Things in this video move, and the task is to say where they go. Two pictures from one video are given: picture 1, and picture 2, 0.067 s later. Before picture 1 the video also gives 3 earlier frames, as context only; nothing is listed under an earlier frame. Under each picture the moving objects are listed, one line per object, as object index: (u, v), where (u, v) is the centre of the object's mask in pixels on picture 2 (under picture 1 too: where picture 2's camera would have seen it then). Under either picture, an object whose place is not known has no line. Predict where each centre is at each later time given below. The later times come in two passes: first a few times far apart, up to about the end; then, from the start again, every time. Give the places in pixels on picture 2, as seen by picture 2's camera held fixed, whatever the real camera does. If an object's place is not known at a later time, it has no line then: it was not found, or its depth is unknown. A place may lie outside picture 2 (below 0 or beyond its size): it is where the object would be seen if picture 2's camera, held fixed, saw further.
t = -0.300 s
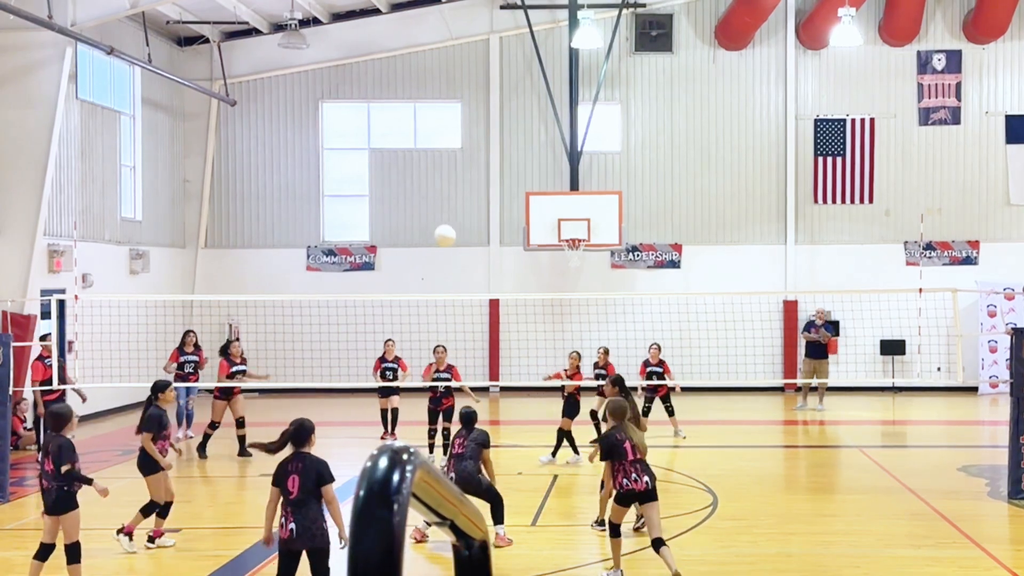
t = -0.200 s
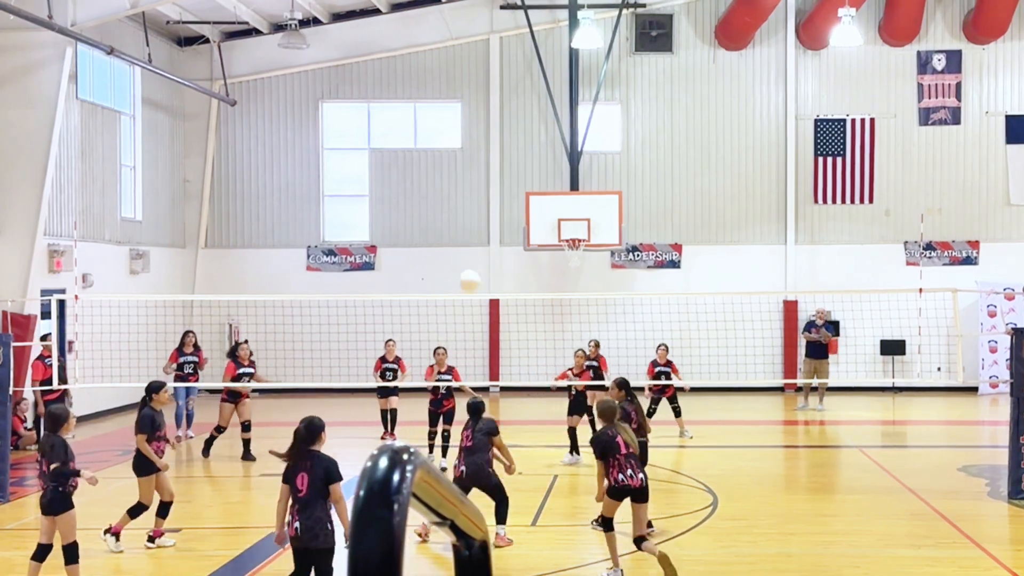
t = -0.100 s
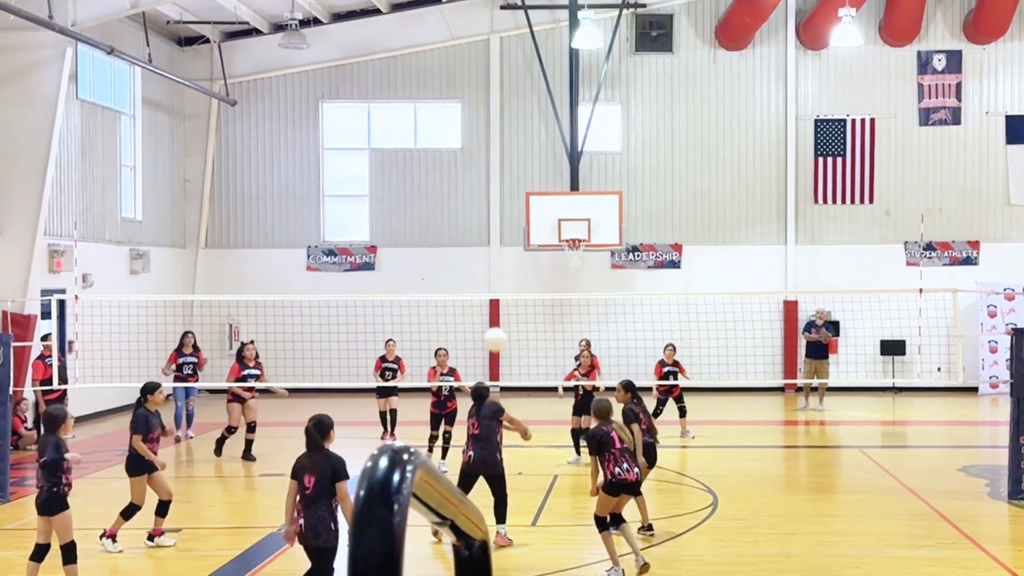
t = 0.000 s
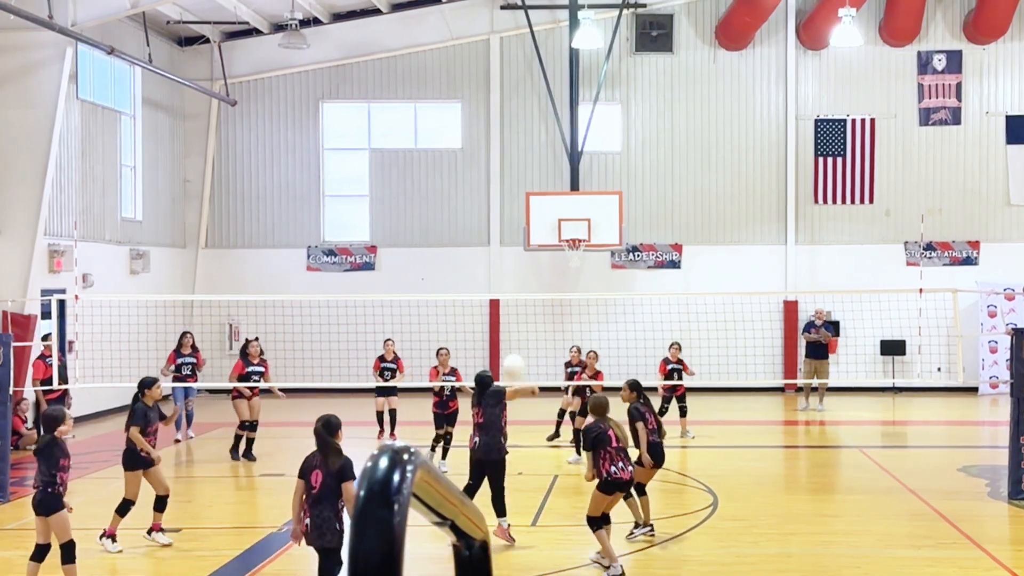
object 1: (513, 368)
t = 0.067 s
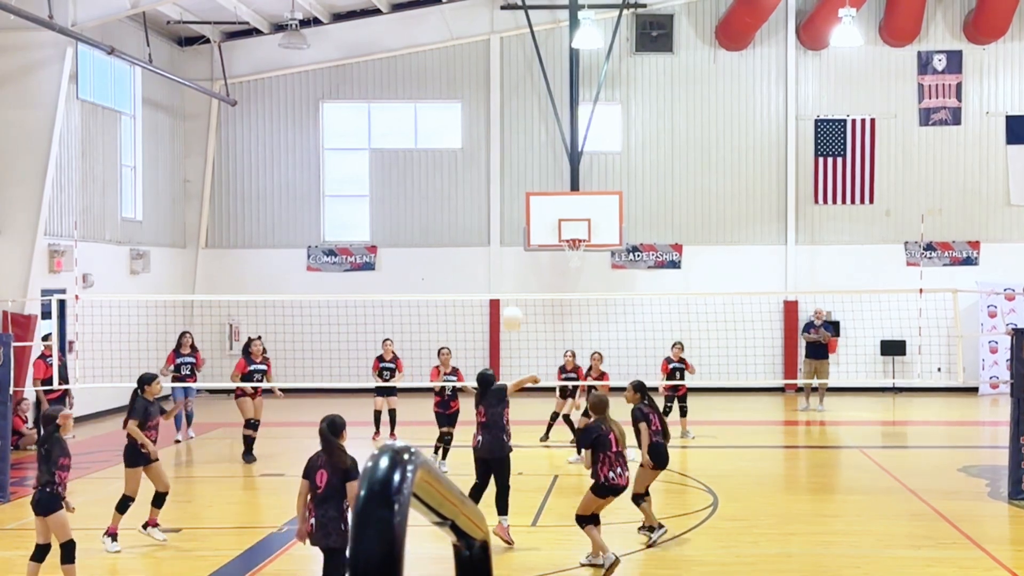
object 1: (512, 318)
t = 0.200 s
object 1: (509, 237)
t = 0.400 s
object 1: (503, 157)
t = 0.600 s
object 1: (499, 121)
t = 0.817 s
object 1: (496, 127)
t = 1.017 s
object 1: (494, 171)
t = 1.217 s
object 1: (491, 250)
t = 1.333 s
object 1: (490, 310)
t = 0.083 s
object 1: (511, 308)
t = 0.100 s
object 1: (511, 296)
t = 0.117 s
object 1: (510, 285)
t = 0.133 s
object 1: (510, 275)
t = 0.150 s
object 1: (509, 265)
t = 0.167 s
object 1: (509, 255)
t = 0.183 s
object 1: (509, 246)
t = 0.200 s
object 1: (509, 237)
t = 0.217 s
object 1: (508, 229)
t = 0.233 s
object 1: (507, 221)
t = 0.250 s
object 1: (507, 213)
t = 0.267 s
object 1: (507, 205)
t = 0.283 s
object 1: (506, 198)
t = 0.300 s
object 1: (506, 191)
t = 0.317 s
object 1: (505, 185)
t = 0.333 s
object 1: (505, 178)
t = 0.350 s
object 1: (505, 173)
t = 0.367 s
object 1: (504, 167)
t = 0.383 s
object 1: (504, 162)
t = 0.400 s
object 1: (503, 157)
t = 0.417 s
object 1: (502, 152)
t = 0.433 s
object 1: (502, 148)
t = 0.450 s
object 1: (502, 144)
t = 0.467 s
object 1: (502, 140)
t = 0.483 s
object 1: (501, 137)
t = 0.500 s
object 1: (501, 134)
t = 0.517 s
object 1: (501, 131)
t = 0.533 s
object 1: (501, 128)
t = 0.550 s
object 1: (500, 126)
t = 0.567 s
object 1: (500, 124)
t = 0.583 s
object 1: (499, 122)
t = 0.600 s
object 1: (499, 121)
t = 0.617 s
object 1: (499, 120)
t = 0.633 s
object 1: (499, 119)
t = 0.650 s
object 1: (498, 118)
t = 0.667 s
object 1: (498, 118)
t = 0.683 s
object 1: (498, 118)
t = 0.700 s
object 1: (498, 118)
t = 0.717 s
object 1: (498, 119)
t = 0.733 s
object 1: (497, 119)
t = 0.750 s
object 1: (497, 121)
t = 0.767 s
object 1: (497, 122)
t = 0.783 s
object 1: (497, 123)
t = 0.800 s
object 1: (496, 125)
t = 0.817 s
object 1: (496, 127)
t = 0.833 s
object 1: (496, 130)
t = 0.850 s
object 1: (496, 132)
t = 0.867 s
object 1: (495, 135)
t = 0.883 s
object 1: (495, 138)
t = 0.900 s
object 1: (495, 141)
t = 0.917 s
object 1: (495, 145)
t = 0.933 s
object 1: (495, 149)
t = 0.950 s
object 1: (494, 153)
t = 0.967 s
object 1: (494, 157)
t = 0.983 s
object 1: (494, 162)
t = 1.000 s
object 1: (494, 166)
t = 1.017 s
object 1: (494, 171)
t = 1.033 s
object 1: (494, 177)
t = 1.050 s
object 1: (494, 182)
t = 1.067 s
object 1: (493, 188)
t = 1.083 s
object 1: (493, 194)
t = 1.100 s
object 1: (493, 200)
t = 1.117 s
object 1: (492, 207)
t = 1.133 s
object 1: (492, 213)
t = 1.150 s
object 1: (492, 220)
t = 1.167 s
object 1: (492, 228)
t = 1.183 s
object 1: (492, 235)
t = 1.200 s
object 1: (491, 243)
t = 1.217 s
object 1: (491, 250)
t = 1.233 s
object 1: (491, 258)
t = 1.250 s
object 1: (490, 266)
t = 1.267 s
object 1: (490, 275)
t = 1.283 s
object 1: (490, 283)
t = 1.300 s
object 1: (490, 292)
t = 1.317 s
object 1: (490, 301)
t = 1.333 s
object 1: (490, 310)
